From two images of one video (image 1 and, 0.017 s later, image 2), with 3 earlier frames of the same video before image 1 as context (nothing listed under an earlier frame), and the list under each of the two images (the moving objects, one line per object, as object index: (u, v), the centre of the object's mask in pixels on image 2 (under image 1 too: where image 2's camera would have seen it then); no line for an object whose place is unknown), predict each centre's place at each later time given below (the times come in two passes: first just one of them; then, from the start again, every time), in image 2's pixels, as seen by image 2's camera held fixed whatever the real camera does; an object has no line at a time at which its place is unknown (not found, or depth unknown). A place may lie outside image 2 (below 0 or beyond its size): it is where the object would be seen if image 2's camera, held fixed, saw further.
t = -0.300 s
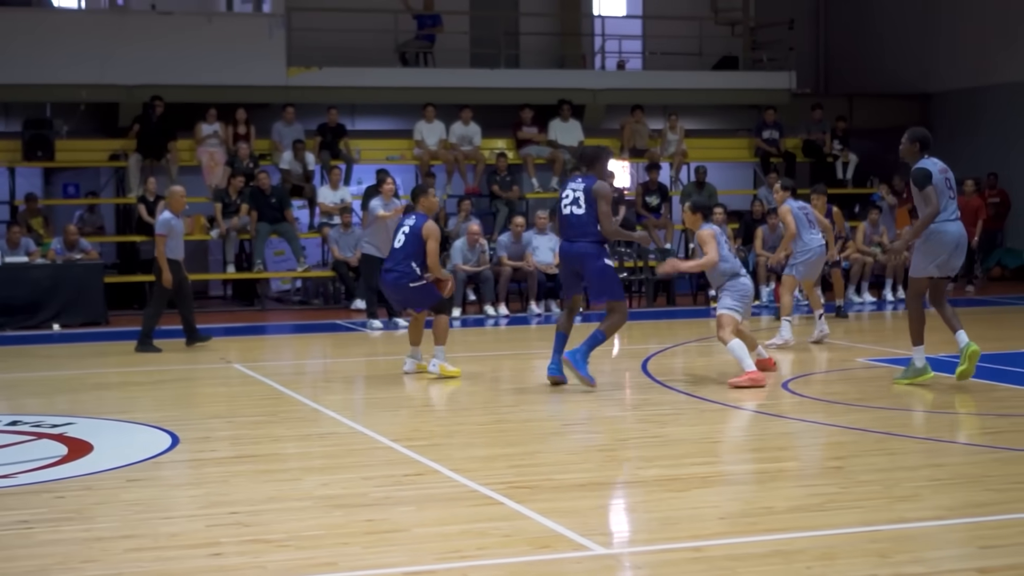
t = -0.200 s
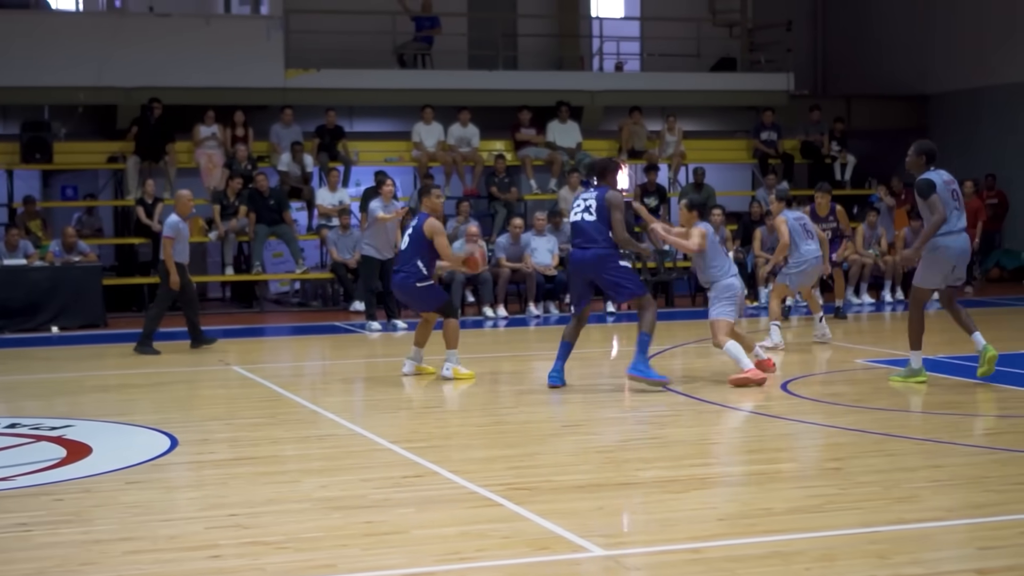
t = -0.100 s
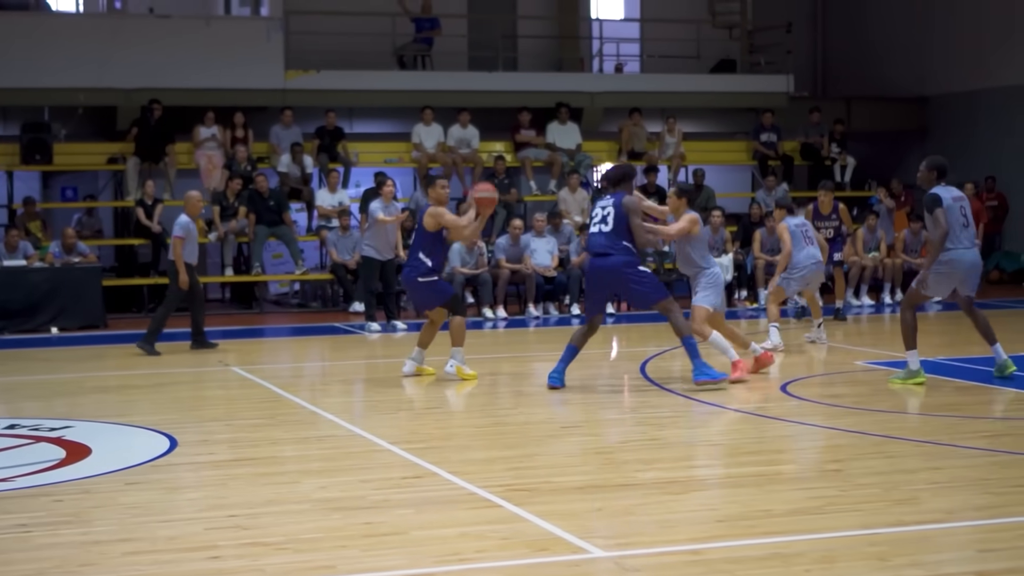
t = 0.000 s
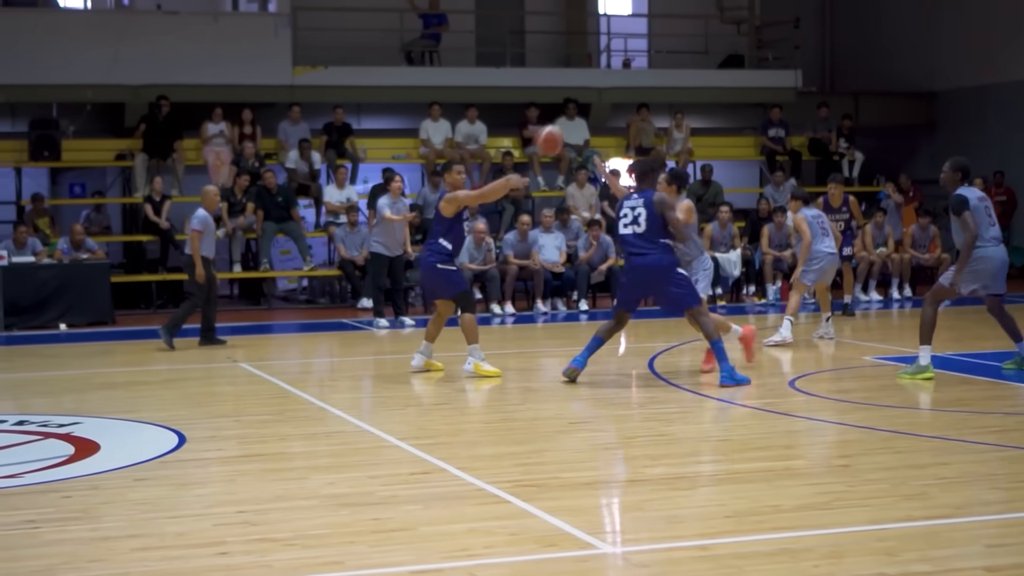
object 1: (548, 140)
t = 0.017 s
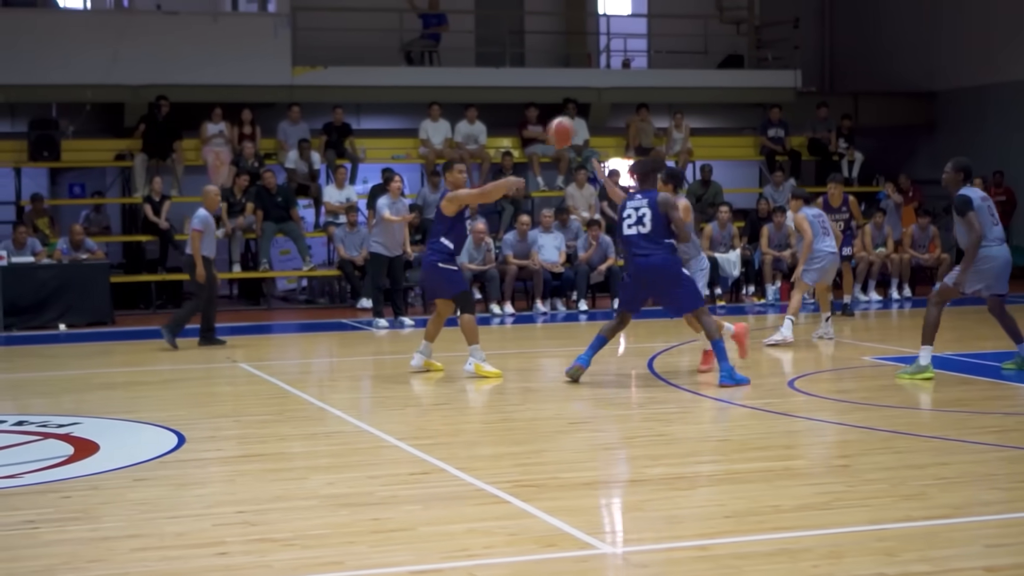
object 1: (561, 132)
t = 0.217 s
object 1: (728, 53)
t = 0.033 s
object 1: (574, 124)
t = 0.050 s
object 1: (587, 116)
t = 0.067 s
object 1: (600, 109)
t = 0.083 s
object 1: (613, 102)
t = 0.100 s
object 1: (626, 95)
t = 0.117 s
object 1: (641, 89)
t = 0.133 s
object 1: (655, 83)
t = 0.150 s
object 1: (669, 76)
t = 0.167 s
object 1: (683, 70)
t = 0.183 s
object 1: (698, 63)
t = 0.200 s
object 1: (713, 57)
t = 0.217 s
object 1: (728, 53)
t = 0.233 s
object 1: (743, 49)
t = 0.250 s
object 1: (759, 45)
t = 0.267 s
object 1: (775, 40)
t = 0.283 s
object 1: (791, 36)
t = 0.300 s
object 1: (808, 32)
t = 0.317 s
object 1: (825, 29)
